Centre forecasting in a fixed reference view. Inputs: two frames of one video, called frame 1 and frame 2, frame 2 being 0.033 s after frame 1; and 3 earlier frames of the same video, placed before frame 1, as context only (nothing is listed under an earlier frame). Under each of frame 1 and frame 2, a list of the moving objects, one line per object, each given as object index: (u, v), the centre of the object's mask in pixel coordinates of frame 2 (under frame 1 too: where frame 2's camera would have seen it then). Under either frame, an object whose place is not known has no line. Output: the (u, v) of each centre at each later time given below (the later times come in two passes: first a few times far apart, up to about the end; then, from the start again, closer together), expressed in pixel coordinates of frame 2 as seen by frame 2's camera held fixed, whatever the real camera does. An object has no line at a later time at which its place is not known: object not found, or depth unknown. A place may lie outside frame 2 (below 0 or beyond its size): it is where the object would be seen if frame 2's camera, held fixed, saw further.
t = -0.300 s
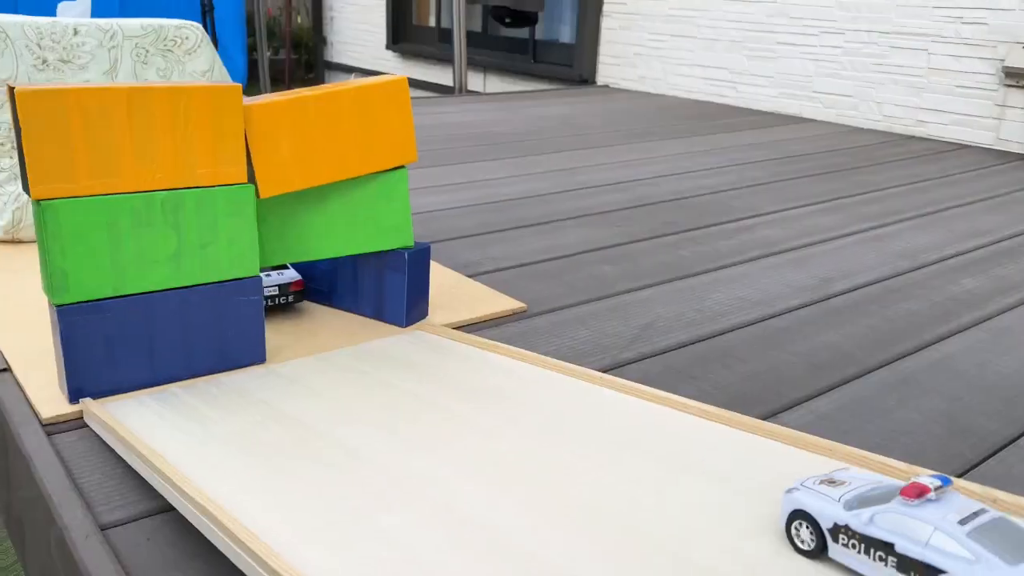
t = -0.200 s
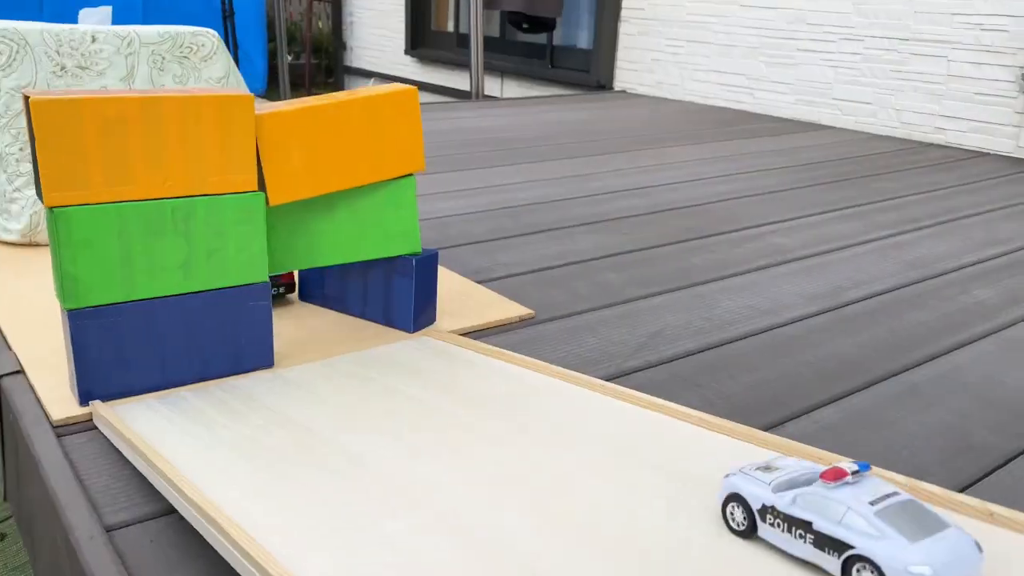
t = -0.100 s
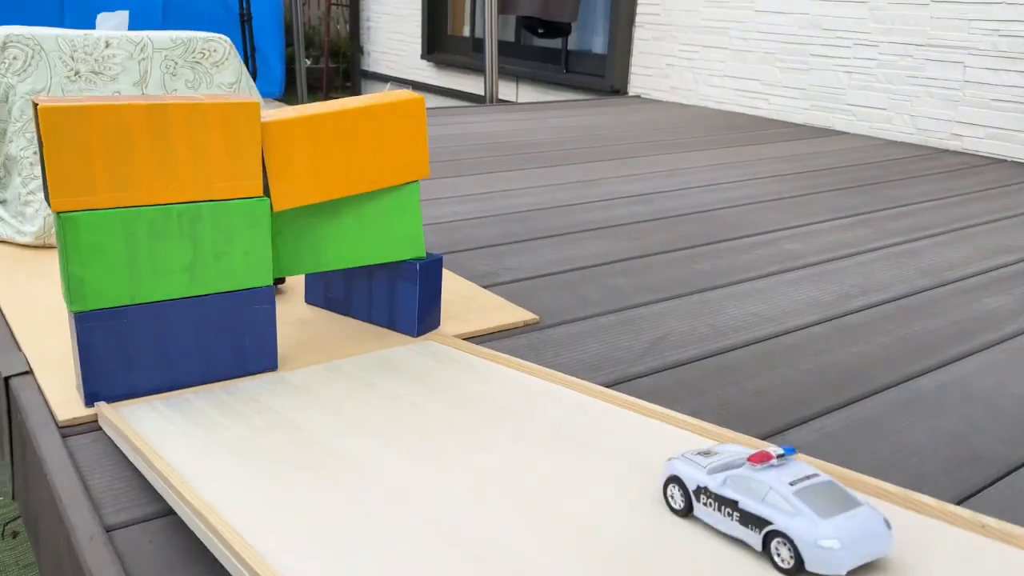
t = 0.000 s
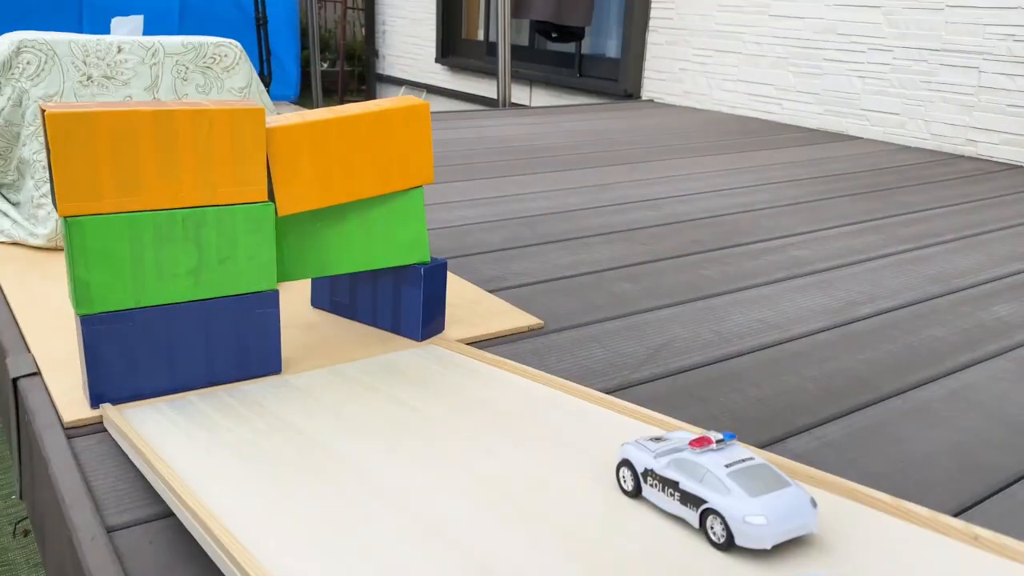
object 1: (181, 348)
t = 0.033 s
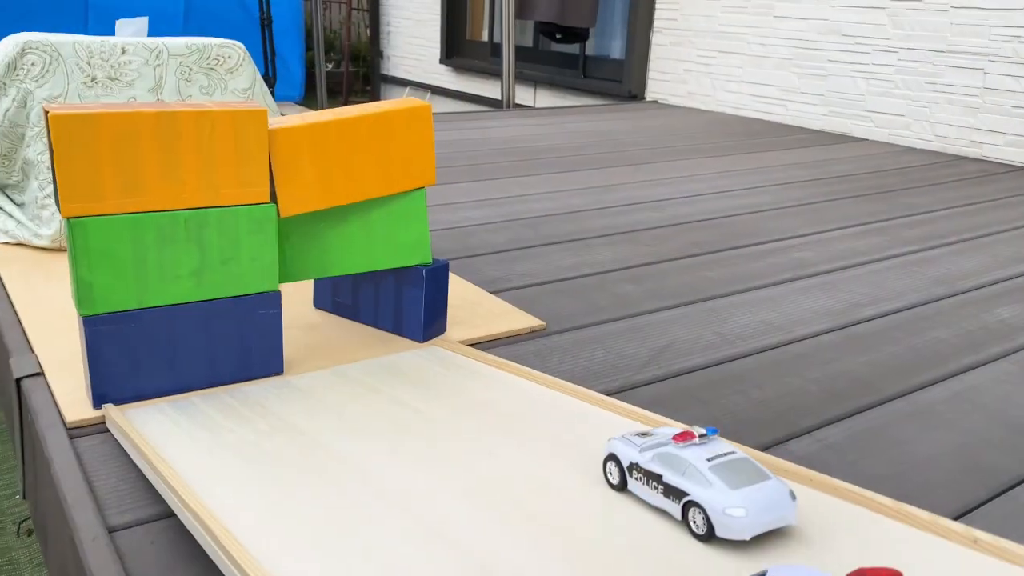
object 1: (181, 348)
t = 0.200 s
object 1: (182, 347)
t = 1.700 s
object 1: (135, 332)
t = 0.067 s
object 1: (181, 348)
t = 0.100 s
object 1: (181, 348)
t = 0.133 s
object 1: (181, 348)
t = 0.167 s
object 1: (182, 347)
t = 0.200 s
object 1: (182, 347)
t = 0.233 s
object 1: (182, 347)
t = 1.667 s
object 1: (136, 333)
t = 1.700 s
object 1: (135, 332)
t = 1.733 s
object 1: (132, 331)
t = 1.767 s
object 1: (128, 328)
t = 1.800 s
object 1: (123, 328)
